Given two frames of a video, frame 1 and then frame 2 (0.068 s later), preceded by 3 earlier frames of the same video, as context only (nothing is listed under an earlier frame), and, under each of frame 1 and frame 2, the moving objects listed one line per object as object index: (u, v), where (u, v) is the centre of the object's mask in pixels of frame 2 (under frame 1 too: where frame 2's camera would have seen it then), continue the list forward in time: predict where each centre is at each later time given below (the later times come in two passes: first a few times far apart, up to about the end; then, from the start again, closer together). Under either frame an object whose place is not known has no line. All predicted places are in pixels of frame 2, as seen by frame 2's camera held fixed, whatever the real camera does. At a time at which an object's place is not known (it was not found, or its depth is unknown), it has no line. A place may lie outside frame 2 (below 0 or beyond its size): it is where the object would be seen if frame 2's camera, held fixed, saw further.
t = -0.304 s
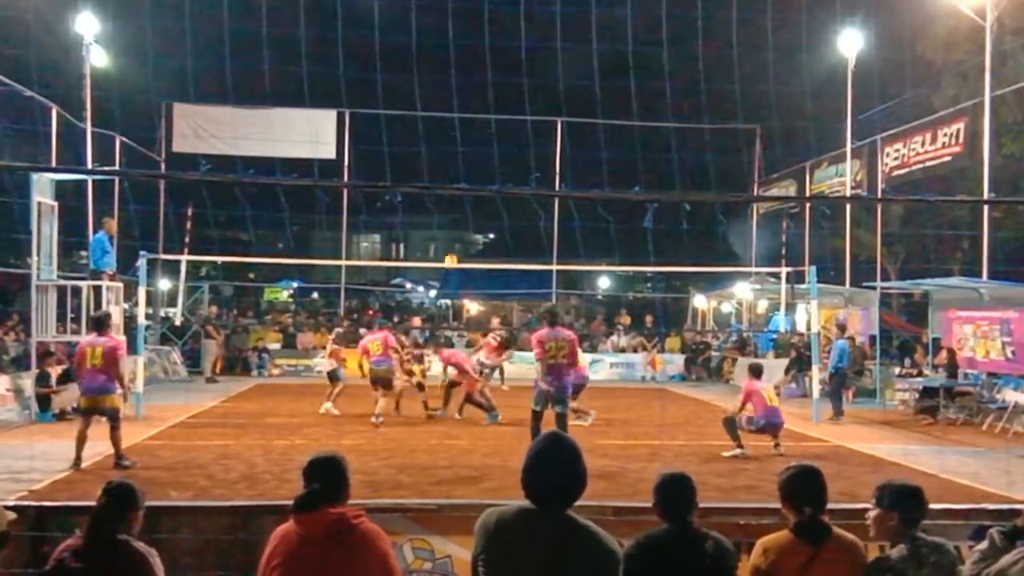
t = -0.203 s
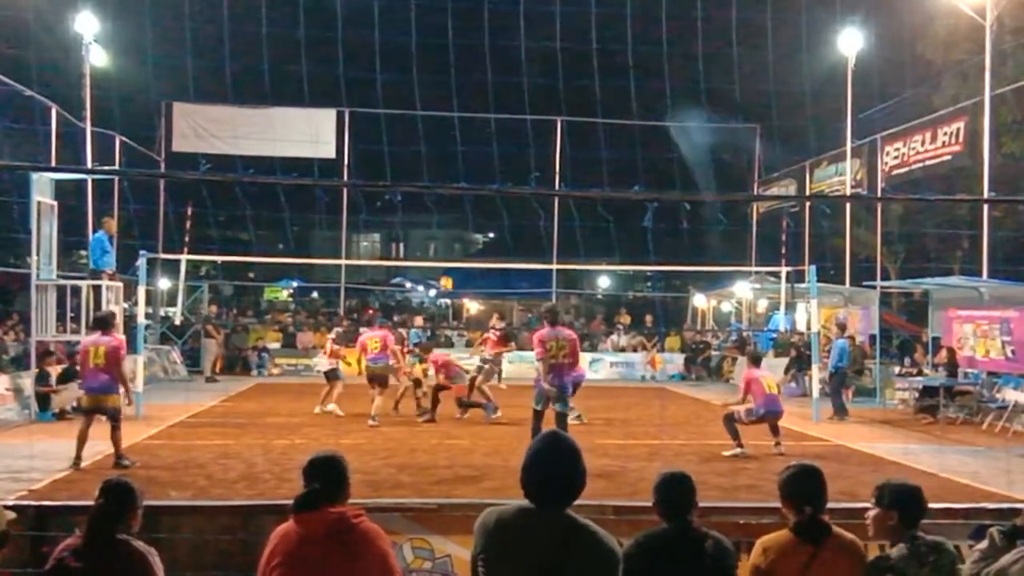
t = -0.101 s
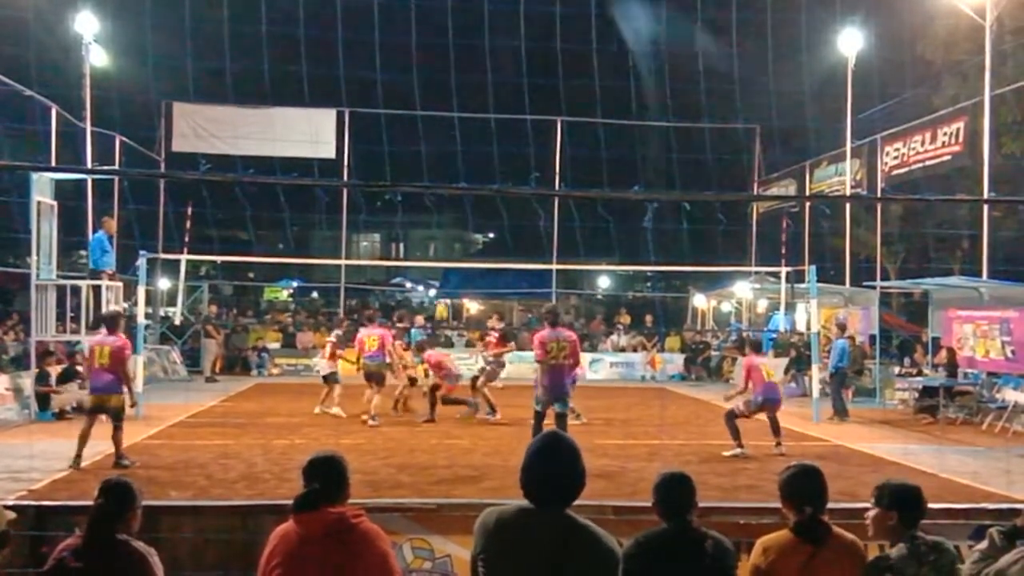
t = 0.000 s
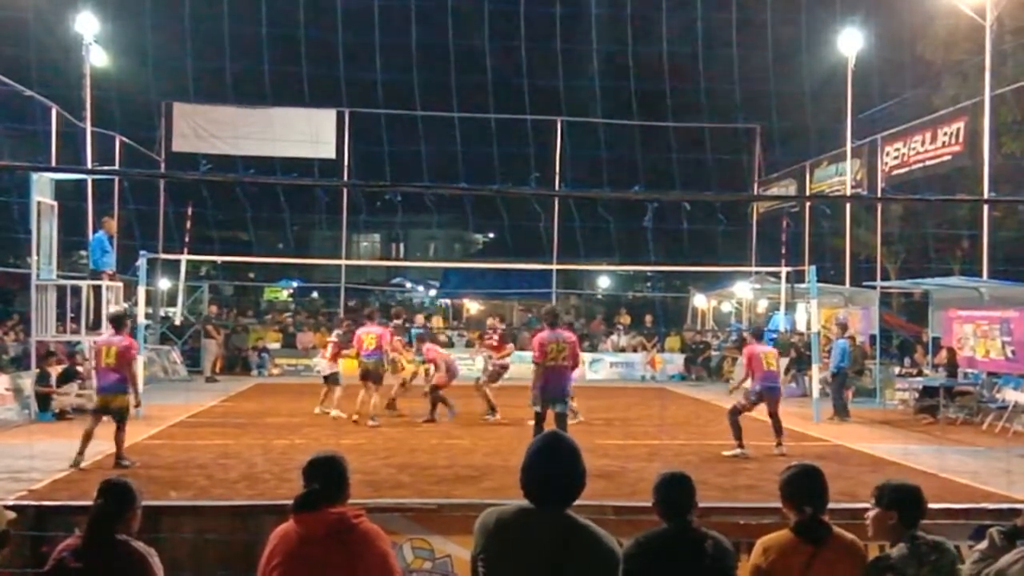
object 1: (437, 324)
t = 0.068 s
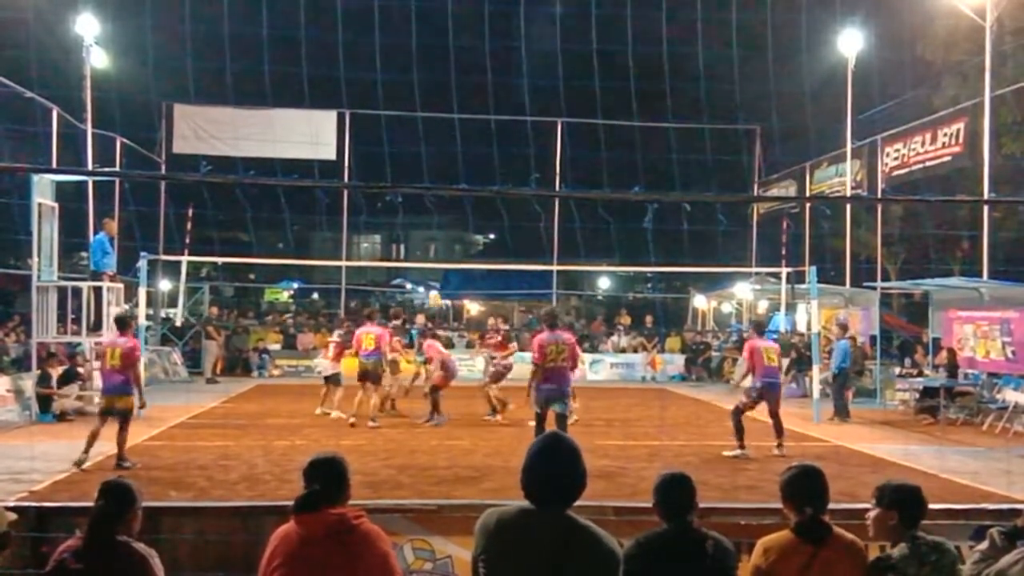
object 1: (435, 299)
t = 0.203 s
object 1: (429, 255)
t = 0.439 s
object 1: (416, 203)
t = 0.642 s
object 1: (406, 179)
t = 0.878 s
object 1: (393, 179)
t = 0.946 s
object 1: (390, 183)
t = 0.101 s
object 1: (432, 288)
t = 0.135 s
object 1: (431, 276)
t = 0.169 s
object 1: (430, 266)
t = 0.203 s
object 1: (429, 255)
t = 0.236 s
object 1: (427, 247)
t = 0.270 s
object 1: (425, 238)
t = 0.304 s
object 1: (423, 230)
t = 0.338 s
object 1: (422, 222)
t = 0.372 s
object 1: (420, 215)
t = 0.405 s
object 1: (418, 208)
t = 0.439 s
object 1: (416, 203)
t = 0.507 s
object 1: (413, 195)
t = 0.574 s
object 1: (410, 182)
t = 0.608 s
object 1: (408, 180)
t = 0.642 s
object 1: (406, 179)
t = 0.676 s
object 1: (404, 178)
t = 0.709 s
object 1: (403, 177)
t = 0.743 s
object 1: (401, 176)
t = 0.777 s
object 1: (399, 176)
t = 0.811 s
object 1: (397, 177)
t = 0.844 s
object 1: (395, 178)
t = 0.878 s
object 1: (393, 179)
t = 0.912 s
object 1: (392, 181)
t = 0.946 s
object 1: (390, 183)
